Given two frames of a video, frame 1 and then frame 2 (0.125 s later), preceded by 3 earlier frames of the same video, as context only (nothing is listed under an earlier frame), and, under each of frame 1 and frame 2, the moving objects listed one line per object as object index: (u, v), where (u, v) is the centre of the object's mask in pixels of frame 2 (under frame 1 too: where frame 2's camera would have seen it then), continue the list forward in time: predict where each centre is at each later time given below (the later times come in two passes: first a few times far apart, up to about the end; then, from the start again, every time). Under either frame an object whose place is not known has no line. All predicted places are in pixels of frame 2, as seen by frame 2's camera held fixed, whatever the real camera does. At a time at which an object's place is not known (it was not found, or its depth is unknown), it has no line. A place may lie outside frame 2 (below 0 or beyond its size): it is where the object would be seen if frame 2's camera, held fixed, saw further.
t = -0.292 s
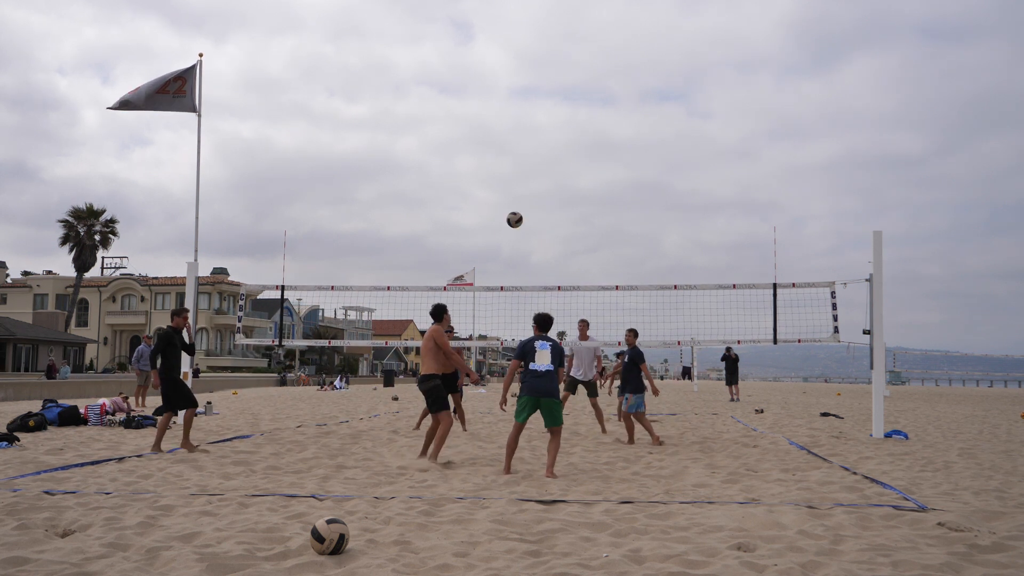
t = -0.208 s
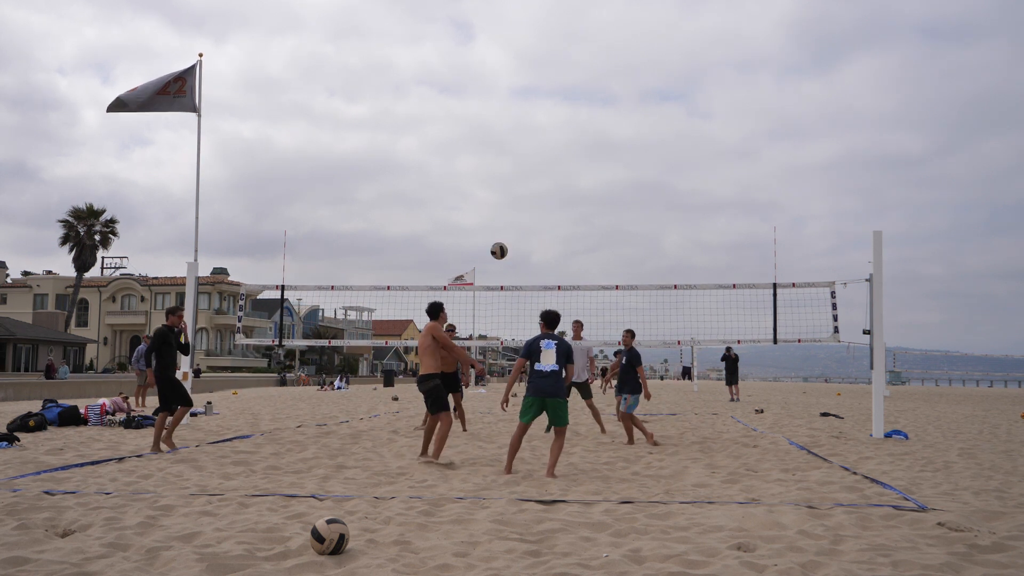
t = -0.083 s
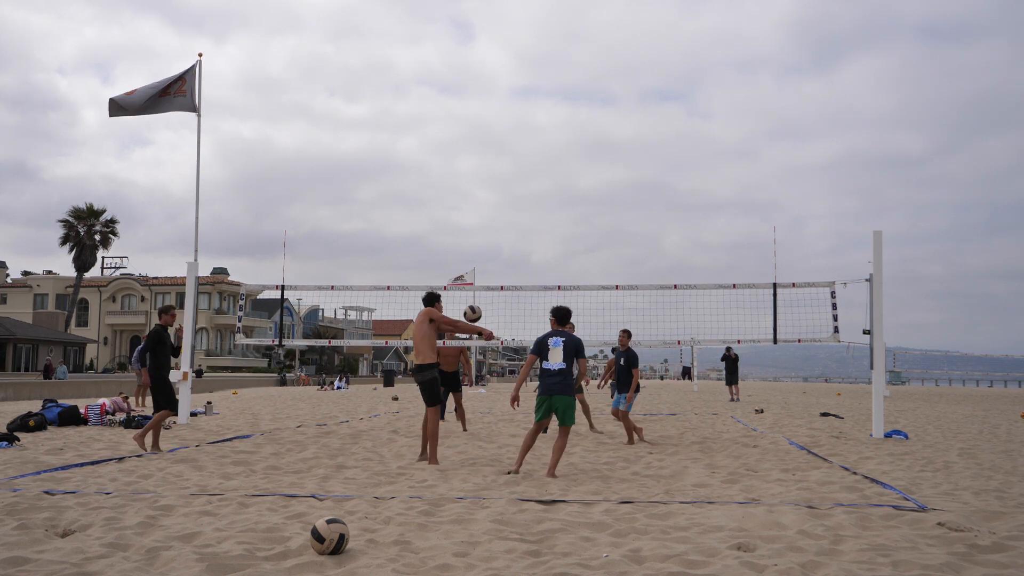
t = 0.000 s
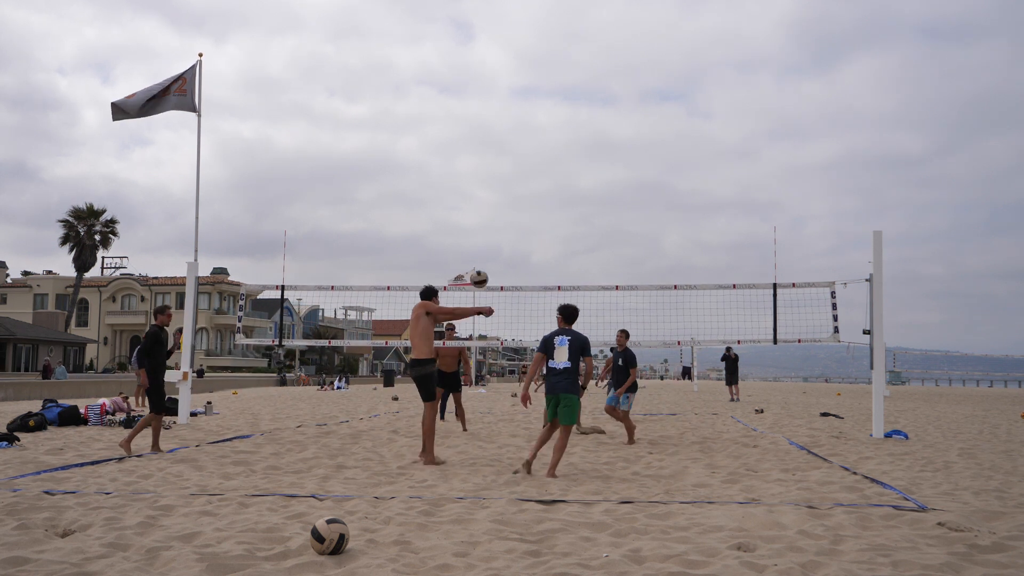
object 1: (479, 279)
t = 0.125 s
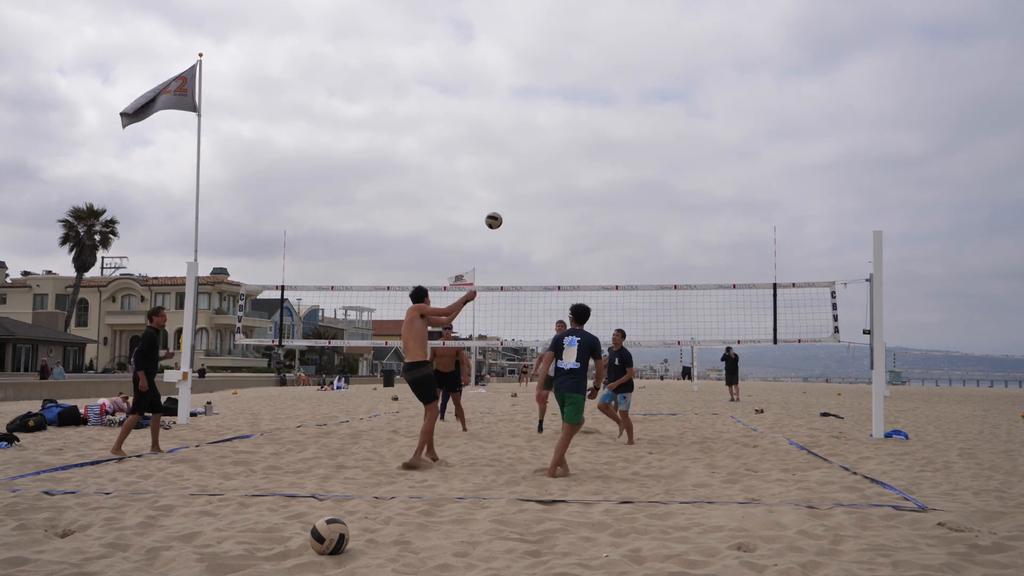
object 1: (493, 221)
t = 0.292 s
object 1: (510, 168)
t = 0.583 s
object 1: (532, 133)
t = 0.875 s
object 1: (549, 156)
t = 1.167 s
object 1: (561, 229)
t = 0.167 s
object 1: (498, 205)
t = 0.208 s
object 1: (502, 191)
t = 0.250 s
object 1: (506, 179)
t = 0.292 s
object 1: (510, 168)
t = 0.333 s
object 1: (513, 159)
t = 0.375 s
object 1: (517, 151)
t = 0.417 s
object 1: (520, 145)
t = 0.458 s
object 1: (523, 140)
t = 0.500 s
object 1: (526, 137)
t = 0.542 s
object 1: (529, 134)
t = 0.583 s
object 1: (532, 133)
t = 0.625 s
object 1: (535, 133)
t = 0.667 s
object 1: (538, 134)
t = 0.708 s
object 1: (540, 137)
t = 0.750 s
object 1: (542, 140)
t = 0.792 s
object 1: (545, 145)
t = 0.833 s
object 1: (547, 150)
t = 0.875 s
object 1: (549, 156)
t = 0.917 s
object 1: (551, 164)
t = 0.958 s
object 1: (553, 173)
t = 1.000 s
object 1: (554, 182)
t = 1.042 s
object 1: (556, 192)
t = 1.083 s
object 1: (558, 204)
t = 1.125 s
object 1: (559, 216)
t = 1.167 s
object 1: (561, 229)
